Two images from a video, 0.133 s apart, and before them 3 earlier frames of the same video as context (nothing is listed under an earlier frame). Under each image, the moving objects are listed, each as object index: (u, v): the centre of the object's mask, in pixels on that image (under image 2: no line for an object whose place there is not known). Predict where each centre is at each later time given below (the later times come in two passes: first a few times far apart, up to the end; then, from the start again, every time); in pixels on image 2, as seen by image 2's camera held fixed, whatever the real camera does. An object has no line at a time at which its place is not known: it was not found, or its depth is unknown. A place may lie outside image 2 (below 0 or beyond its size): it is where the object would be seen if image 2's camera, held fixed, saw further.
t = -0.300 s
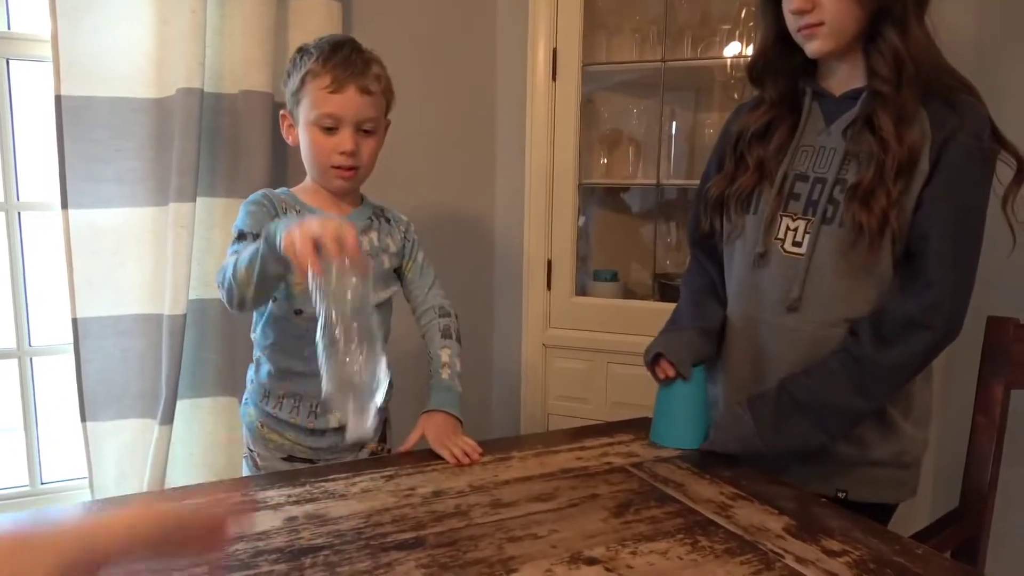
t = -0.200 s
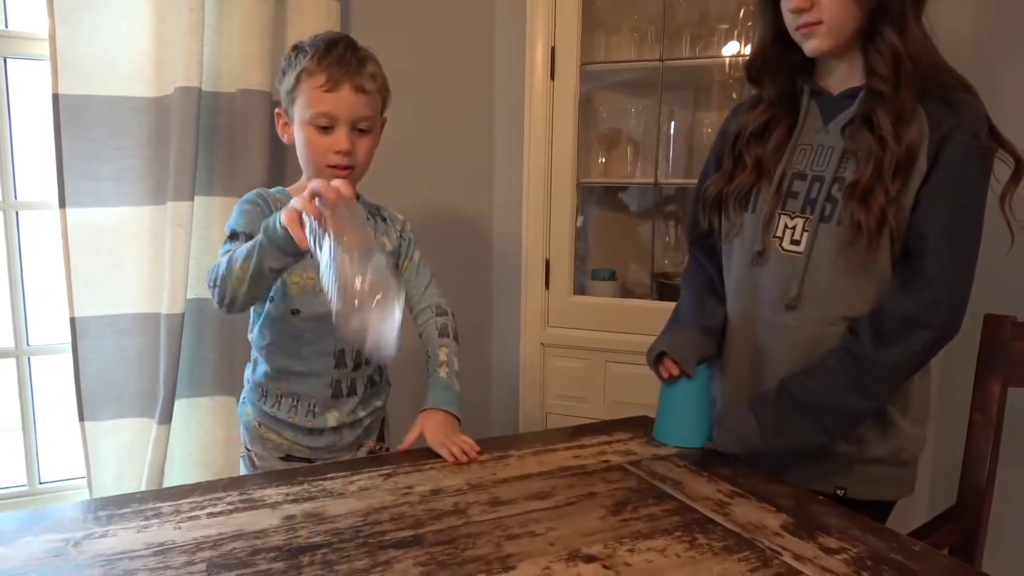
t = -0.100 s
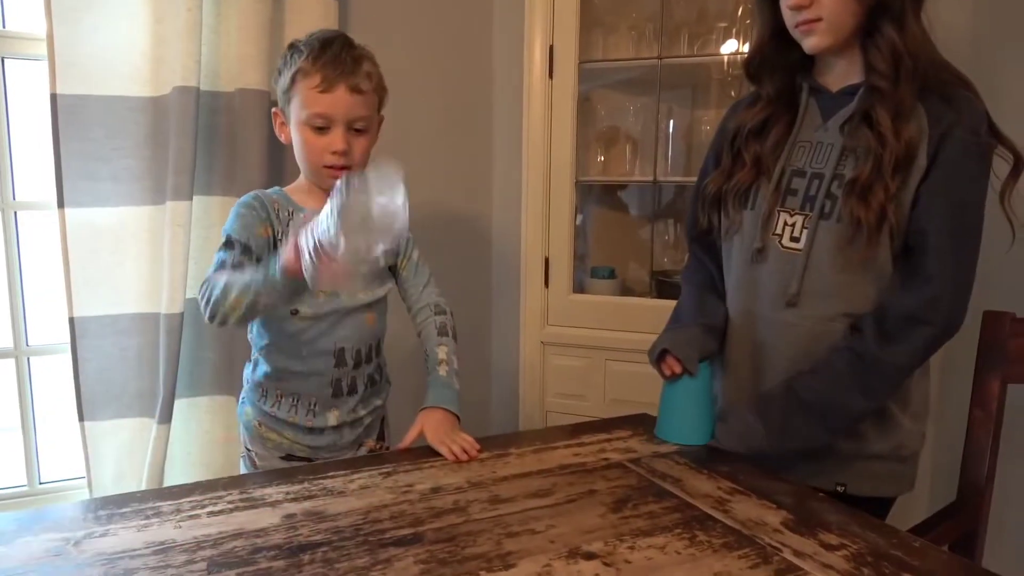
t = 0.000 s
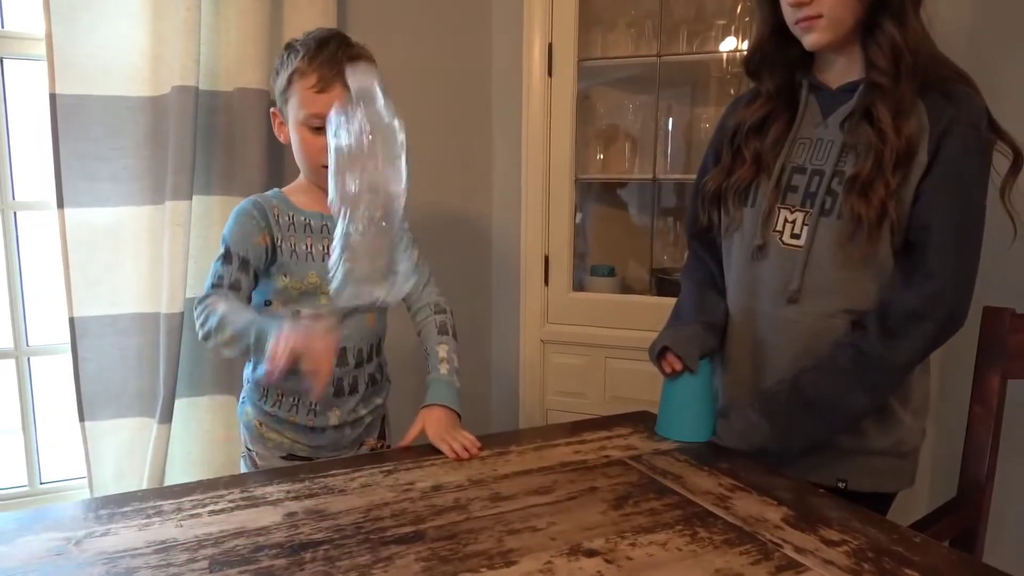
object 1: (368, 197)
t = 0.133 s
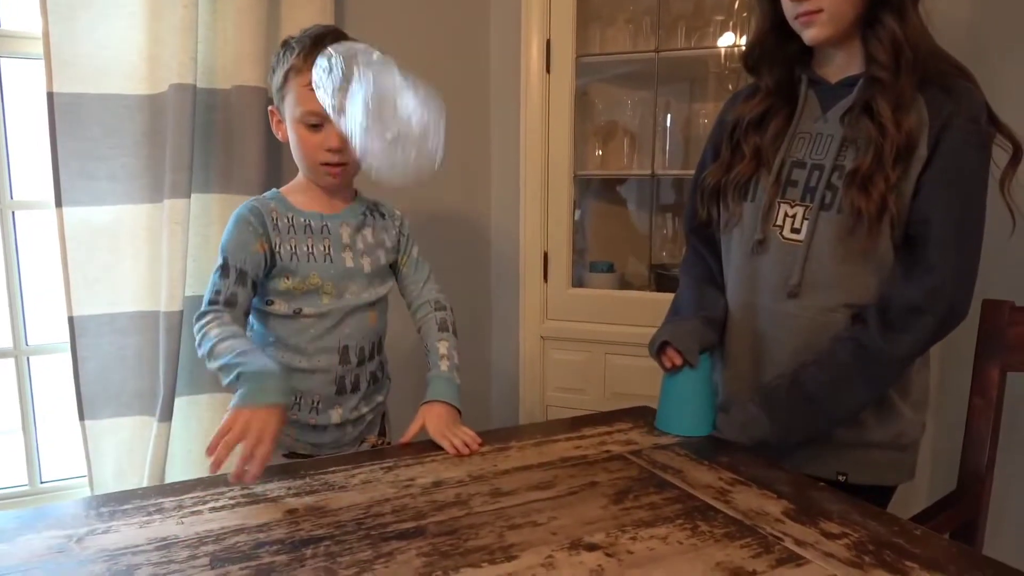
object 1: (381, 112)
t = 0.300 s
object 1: (370, 74)
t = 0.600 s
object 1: (366, 305)
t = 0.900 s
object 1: (361, 483)
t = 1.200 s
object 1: (362, 479)
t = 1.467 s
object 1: (361, 479)
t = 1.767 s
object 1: (361, 478)
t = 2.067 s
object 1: (361, 477)
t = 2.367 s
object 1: (361, 479)
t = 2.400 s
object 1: (362, 479)
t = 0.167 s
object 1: (382, 89)
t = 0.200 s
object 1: (381, 70)
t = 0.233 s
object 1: (377, 64)
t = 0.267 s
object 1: (373, 67)
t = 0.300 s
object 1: (370, 74)
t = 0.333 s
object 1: (368, 84)
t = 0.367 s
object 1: (368, 96)
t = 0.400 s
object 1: (368, 108)
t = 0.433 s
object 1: (368, 125)
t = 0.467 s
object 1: (367, 155)
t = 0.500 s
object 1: (367, 184)
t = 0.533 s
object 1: (366, 221)
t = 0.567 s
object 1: (366, 261)
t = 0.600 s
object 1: (366, 305)
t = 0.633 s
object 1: (366, 354)
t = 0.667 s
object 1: (366, 407)
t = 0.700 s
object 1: (367, 456)
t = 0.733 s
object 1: (367, 481)
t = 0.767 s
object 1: (365, 482)
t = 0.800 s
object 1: (363, 483)
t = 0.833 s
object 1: (362, 483)
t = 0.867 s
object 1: (361, 483)
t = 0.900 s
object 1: (361, 483)
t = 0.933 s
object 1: (360, 482)
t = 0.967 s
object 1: (360, 482)
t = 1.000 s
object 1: (359, 482)
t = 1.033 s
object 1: (358, 482)
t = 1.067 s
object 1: (358, 481)
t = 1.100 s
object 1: (358, 480)
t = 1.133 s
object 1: (359, 480)
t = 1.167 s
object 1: (360, 479)
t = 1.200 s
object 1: (362, 479)
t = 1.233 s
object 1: (362, 478)
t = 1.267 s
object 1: (362, 478)
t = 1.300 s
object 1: (361, 478)
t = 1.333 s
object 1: (360, 478)
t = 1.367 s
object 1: (360, 478)
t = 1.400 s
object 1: (361, 478)
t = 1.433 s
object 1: (361, 478)
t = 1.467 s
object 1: (361, 479)
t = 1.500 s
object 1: (360, 479)
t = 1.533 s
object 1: (360, 479)
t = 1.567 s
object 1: (360, 479)
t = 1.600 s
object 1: (361, 478)
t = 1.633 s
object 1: (361, 478)
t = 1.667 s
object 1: (361, 478)
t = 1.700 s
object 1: (361, 478)
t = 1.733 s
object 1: (361, 478)
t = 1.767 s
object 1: (361, 478)
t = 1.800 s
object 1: (361, 478)
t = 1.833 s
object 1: (361, 478)
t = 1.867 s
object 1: (361, 478)
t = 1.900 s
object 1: (361, 478)
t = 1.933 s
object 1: (361, 478)
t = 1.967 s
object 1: (361, 479)
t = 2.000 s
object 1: (361, 479)
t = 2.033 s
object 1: (361, 478)
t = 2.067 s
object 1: (361, 477)
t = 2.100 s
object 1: (361, 478)
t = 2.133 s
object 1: (360, 476)
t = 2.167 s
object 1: (360, 476)
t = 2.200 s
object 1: (359, 478)
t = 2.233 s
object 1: (359, 480)
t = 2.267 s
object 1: (359, 480)
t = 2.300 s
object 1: (360, 479)
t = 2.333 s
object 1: (361, 479)
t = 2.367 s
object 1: (361, 479)
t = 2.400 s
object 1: (362, 479)
